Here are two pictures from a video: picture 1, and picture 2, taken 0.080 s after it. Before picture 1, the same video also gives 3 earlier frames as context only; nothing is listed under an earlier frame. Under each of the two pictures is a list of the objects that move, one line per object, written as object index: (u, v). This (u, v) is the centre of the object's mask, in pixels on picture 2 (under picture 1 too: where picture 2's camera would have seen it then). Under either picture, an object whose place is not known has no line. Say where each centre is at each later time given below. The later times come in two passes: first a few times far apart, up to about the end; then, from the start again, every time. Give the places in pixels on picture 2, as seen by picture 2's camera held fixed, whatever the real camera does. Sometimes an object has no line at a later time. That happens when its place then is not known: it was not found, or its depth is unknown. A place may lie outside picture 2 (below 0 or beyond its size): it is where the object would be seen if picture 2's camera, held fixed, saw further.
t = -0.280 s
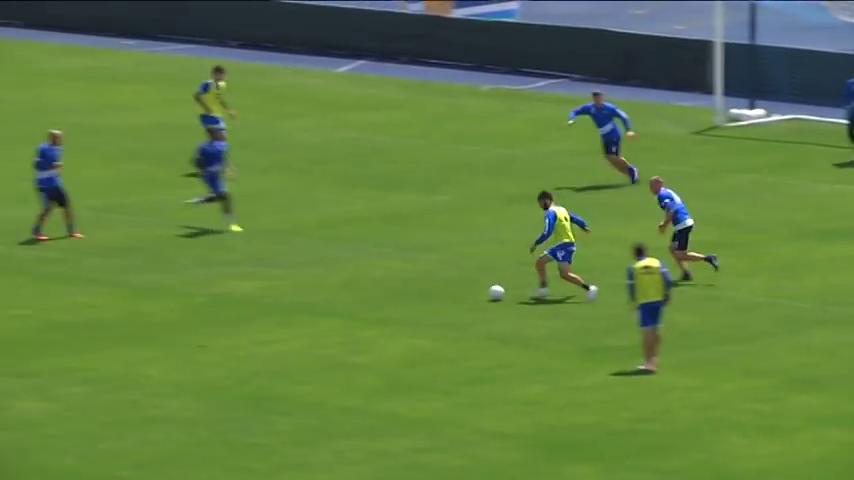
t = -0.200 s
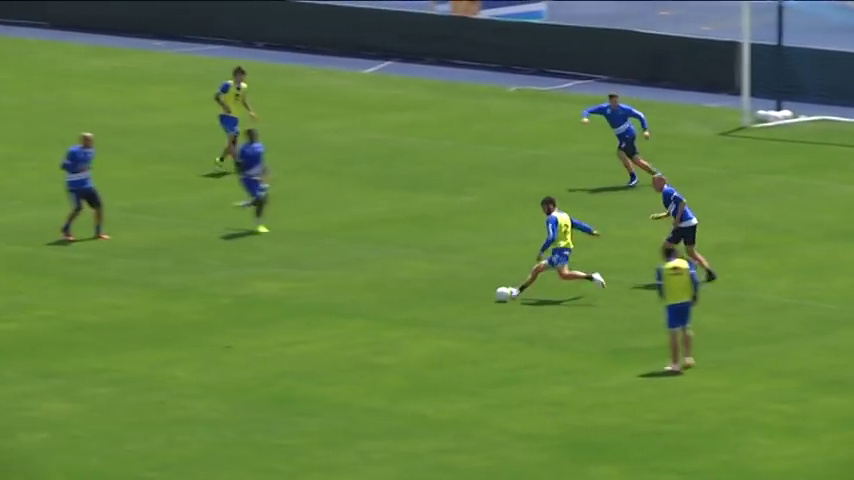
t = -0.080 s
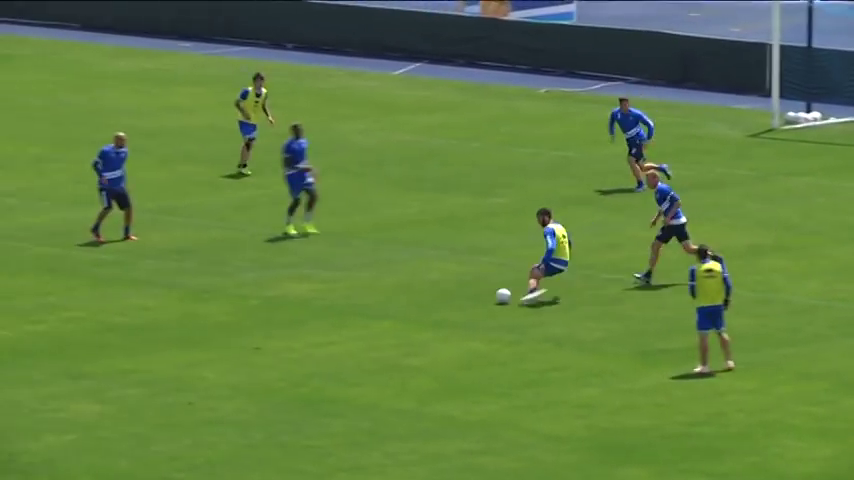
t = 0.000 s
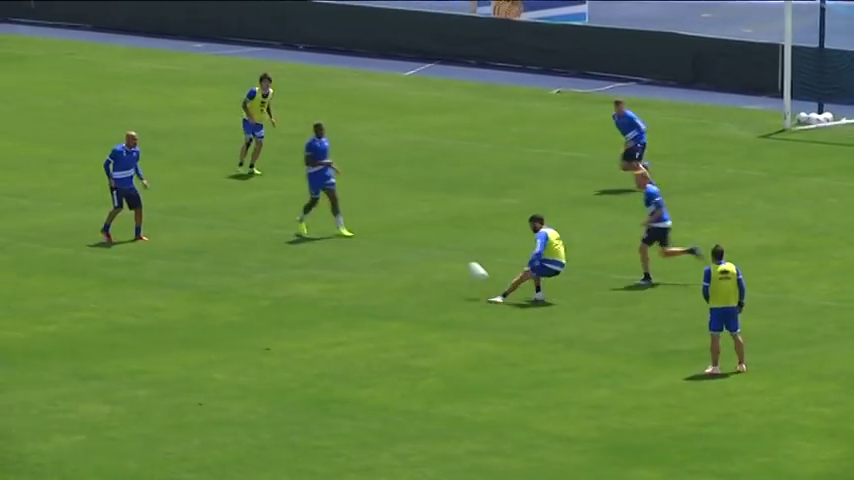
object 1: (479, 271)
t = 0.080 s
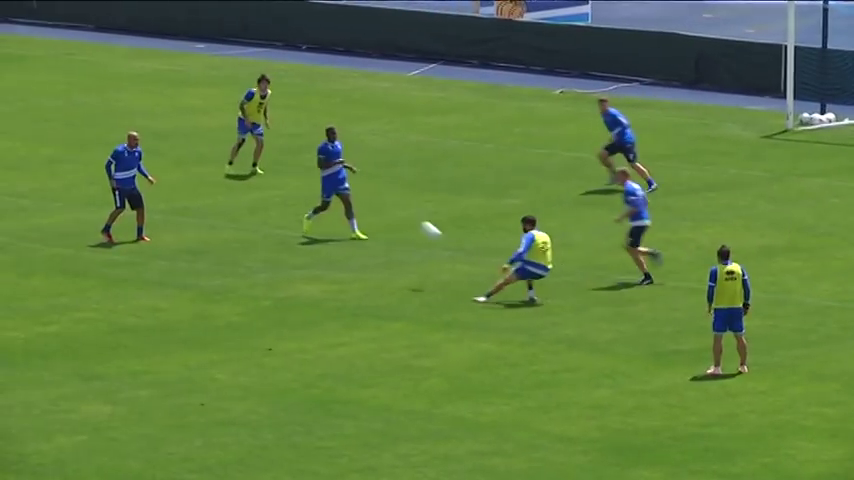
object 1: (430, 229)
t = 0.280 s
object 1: (316, 142)
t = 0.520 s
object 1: (200, 65)
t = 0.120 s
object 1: (406, 210)
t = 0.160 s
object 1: (382, 191)
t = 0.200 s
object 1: (362, 174)
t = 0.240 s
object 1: (338, 160)
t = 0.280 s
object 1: (316, 142)
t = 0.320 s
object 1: (295, 127)
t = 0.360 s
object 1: (275, 113)
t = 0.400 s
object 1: (255, 100)
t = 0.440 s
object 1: (235, 87)
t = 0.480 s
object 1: (218, 75)
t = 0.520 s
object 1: (200, 65)
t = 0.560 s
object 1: (182, 54)
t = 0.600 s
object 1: (164, 45)
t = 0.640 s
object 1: (148, 37)
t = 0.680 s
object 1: (132, 30)
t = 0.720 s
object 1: (116, 24)
